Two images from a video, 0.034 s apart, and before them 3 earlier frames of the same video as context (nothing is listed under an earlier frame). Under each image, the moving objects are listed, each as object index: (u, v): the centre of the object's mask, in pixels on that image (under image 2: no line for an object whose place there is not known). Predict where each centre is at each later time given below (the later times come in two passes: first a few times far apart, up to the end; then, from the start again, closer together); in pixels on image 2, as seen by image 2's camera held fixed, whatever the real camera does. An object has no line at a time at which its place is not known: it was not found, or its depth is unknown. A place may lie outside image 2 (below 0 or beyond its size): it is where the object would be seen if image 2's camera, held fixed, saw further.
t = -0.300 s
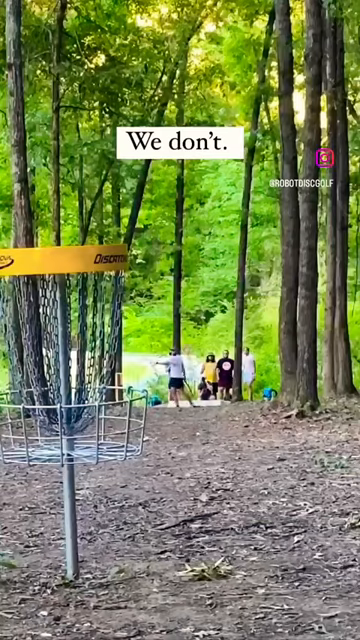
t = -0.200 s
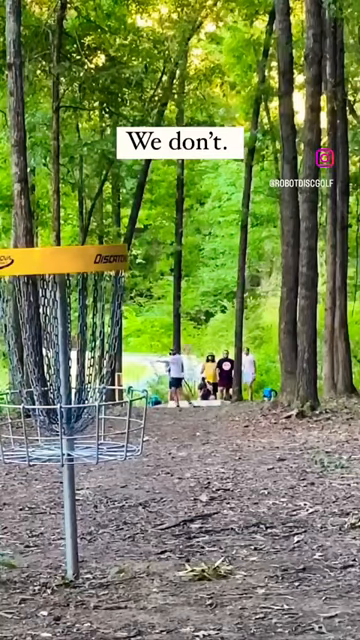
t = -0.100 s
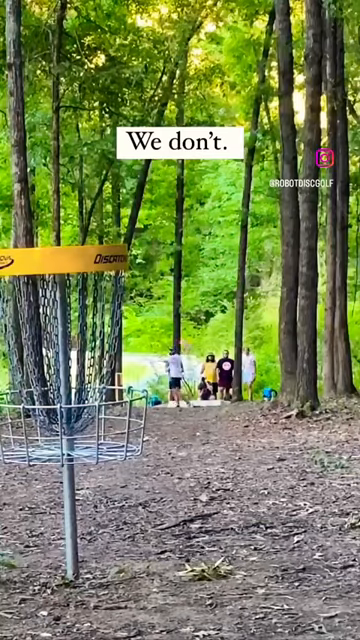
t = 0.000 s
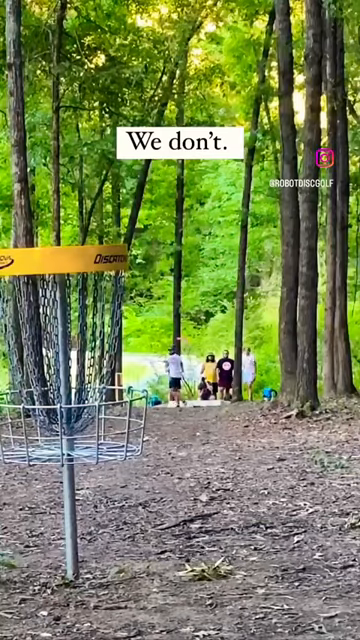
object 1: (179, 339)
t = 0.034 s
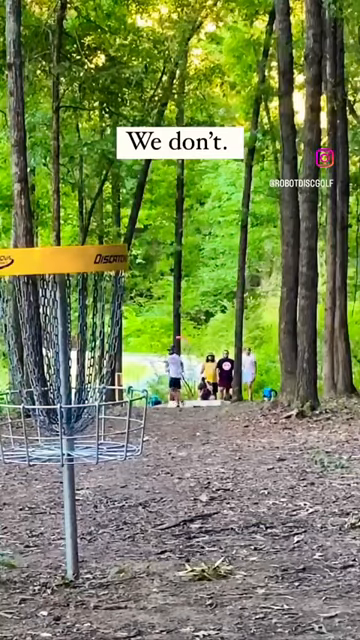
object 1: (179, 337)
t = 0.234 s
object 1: (175, 329)
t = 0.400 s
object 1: (168, 325)
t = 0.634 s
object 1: (152, 315)
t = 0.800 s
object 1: (137, 310)
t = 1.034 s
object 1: (99, 305)
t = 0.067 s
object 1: (177, 336)
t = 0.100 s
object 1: (177, 335)
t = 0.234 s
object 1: (175, 329)
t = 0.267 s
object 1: (176, 329)
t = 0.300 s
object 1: (174, 327)
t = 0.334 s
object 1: (172, 326)
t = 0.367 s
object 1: (170, 325)
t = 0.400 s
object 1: (168, 325)
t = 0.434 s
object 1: (166, 323)
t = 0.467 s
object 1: (166, 322)
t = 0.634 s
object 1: (152, 315)
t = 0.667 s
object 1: (148, 314)
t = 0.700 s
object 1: (146, 313)
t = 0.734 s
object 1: (144, 312)
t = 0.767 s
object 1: (139, 311)
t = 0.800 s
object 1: (137, 310)
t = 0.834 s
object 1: (133, 309)
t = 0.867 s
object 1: (127, 308)
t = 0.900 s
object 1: (121, 308)
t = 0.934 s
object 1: (113, 306)
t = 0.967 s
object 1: (108, 306)
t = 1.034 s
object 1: (99, 305)
